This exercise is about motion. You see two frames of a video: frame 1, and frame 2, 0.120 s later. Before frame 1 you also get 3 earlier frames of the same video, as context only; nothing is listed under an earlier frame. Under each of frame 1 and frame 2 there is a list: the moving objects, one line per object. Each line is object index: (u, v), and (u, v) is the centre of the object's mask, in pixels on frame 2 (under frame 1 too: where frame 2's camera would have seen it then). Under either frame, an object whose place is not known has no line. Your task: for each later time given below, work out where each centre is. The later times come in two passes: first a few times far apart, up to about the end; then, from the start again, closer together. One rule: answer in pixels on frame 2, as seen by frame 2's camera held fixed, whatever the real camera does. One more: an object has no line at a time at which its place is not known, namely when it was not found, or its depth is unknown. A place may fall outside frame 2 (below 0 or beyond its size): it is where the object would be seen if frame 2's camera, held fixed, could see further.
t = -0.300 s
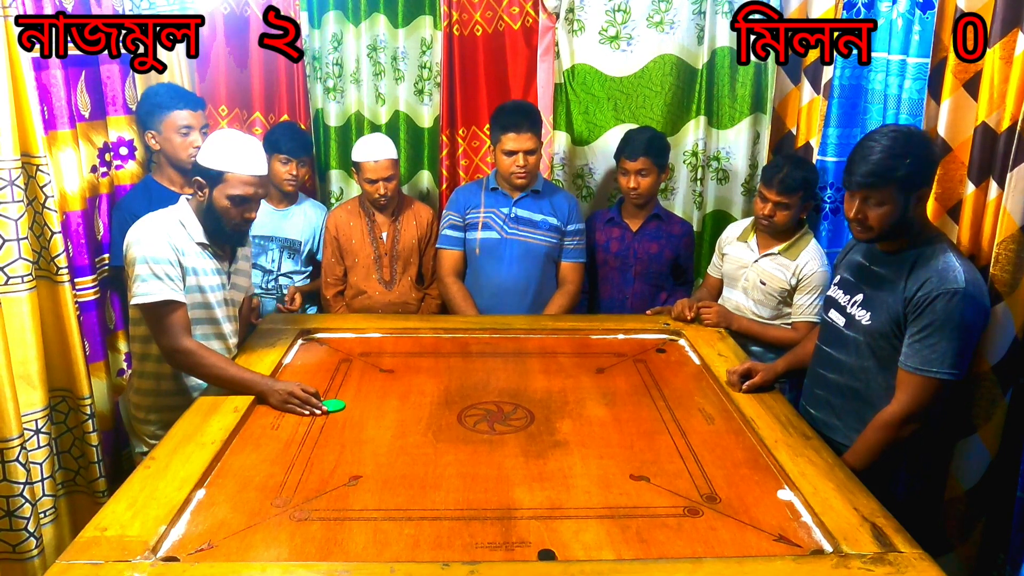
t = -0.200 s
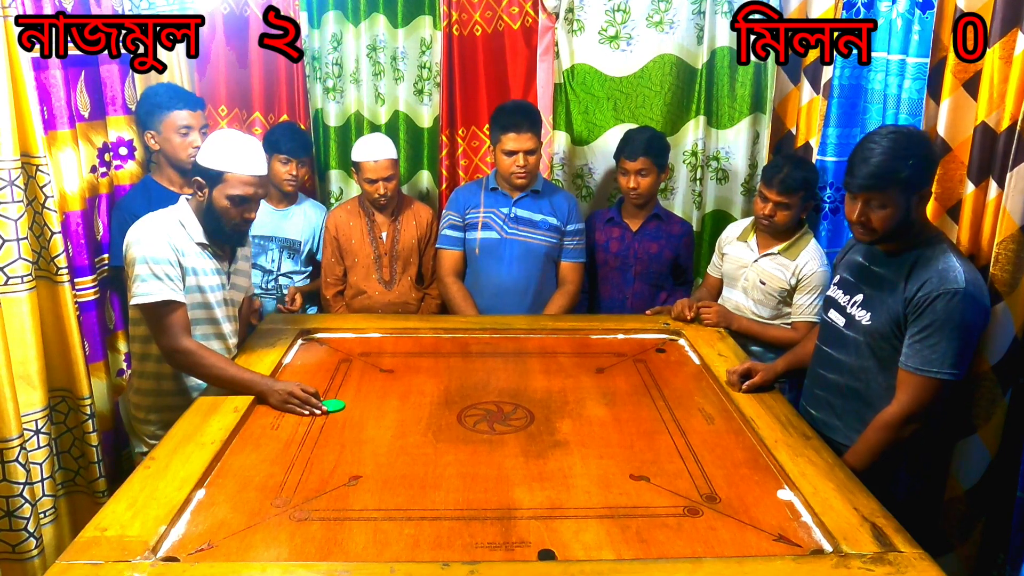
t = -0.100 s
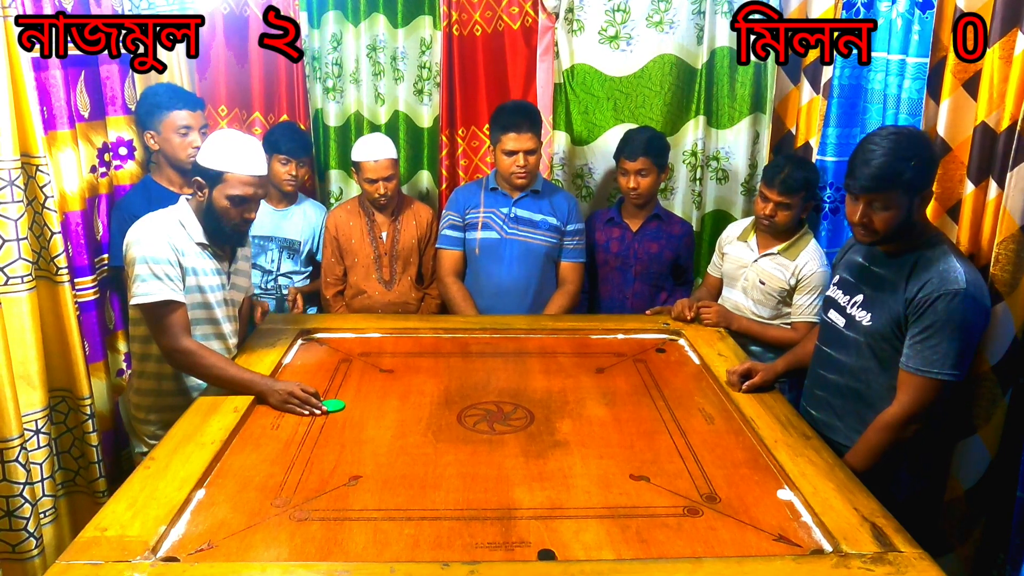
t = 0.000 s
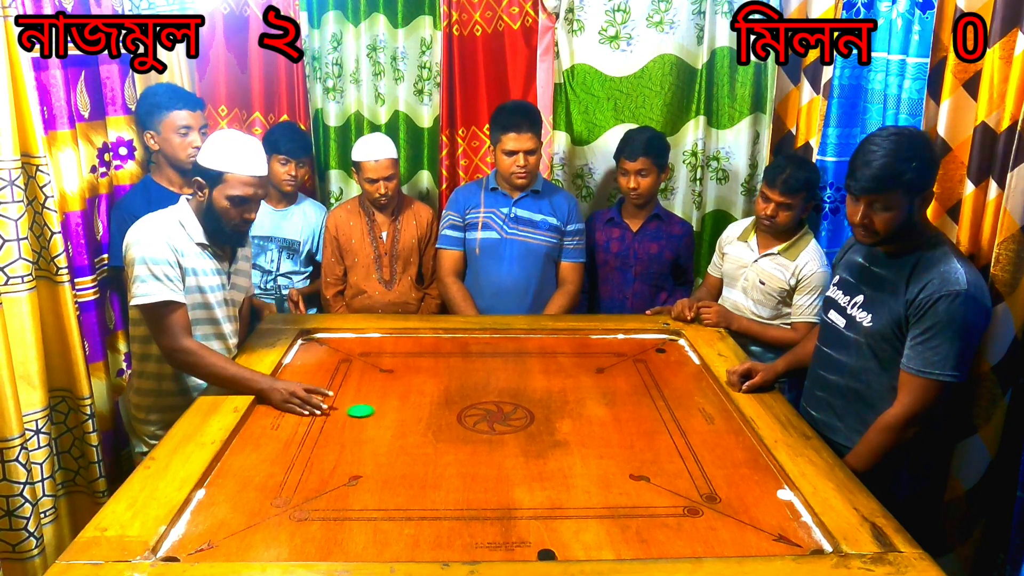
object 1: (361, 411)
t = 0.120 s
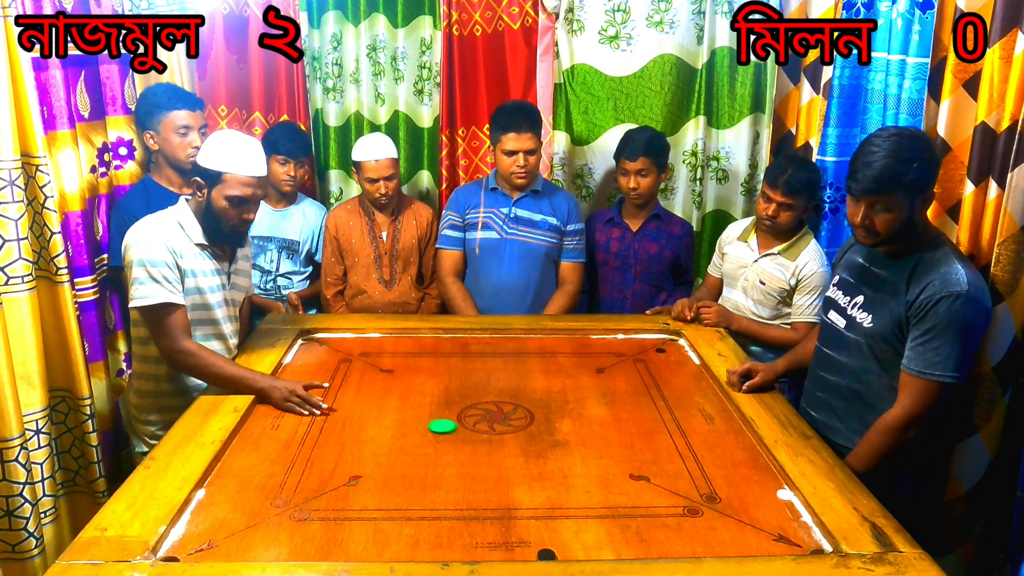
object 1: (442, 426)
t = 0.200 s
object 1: (497, 437)
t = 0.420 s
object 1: (644, 466)
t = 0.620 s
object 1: (765, 490)
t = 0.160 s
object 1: (470, 432)
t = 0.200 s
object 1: (497, 437)
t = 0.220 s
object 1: (510, 439)
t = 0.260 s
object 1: (537, 445)
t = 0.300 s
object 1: (564, 450)
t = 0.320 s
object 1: (577, 452)
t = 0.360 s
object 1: (604, 458)
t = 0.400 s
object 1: (631, 463)
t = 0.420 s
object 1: (644, 466)
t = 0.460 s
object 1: (672, 471)
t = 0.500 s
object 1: (698, 476)
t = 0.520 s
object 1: (711, 479)
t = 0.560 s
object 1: (738, 485)
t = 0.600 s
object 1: (762, 489)
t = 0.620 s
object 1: (765, 490)
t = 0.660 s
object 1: (771, 492)
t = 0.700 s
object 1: (776, 493)
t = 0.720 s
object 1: (777, 493)
